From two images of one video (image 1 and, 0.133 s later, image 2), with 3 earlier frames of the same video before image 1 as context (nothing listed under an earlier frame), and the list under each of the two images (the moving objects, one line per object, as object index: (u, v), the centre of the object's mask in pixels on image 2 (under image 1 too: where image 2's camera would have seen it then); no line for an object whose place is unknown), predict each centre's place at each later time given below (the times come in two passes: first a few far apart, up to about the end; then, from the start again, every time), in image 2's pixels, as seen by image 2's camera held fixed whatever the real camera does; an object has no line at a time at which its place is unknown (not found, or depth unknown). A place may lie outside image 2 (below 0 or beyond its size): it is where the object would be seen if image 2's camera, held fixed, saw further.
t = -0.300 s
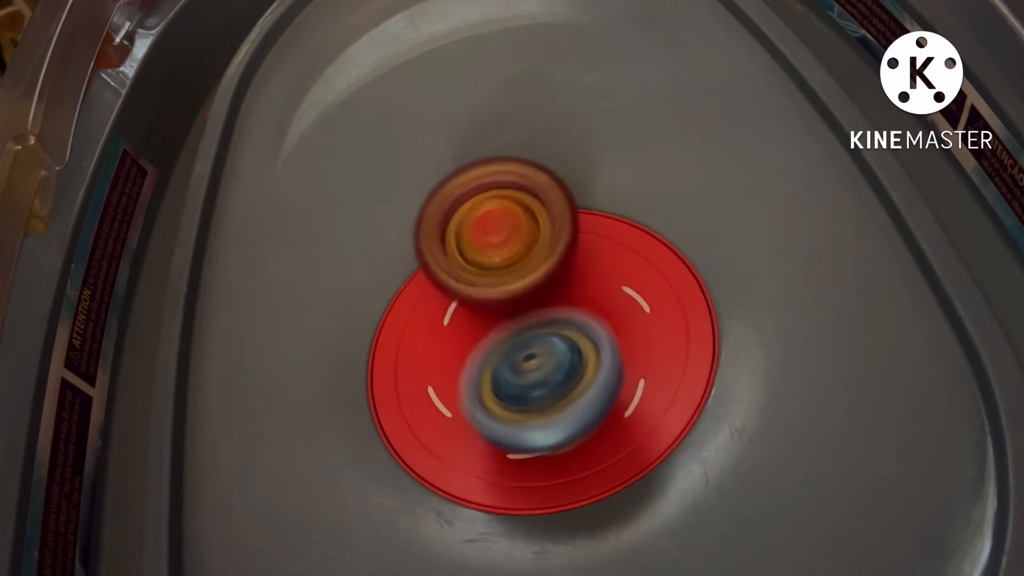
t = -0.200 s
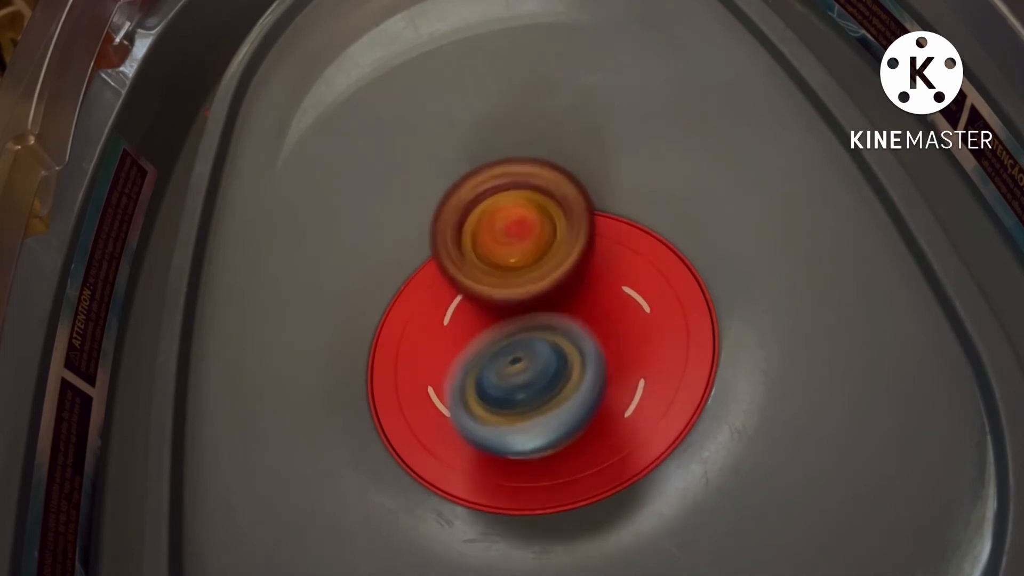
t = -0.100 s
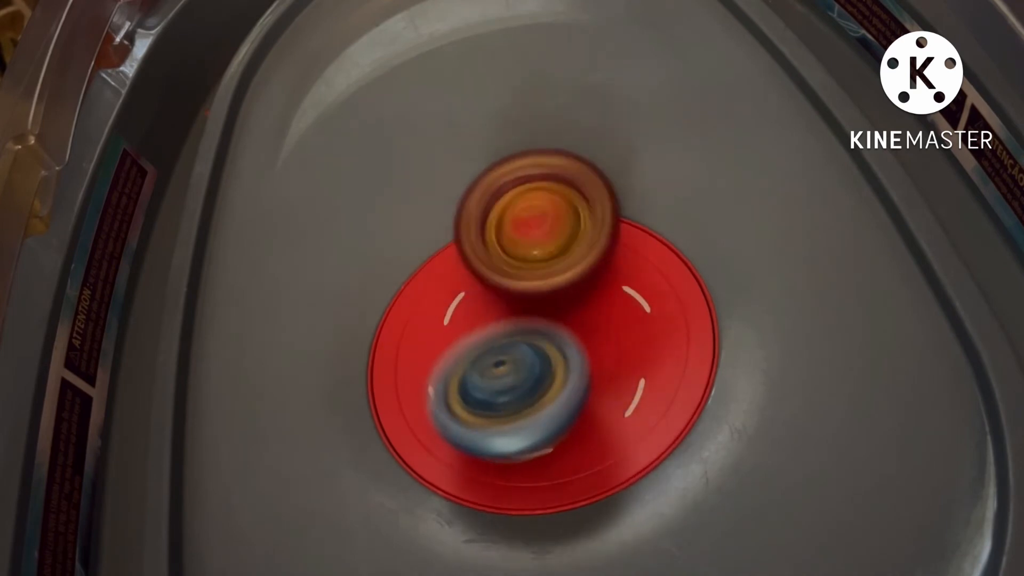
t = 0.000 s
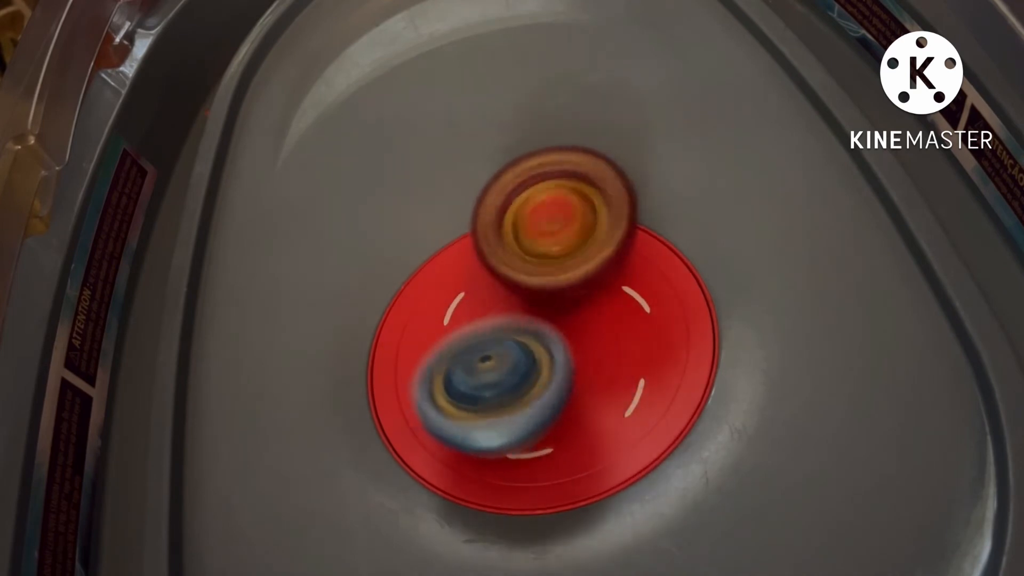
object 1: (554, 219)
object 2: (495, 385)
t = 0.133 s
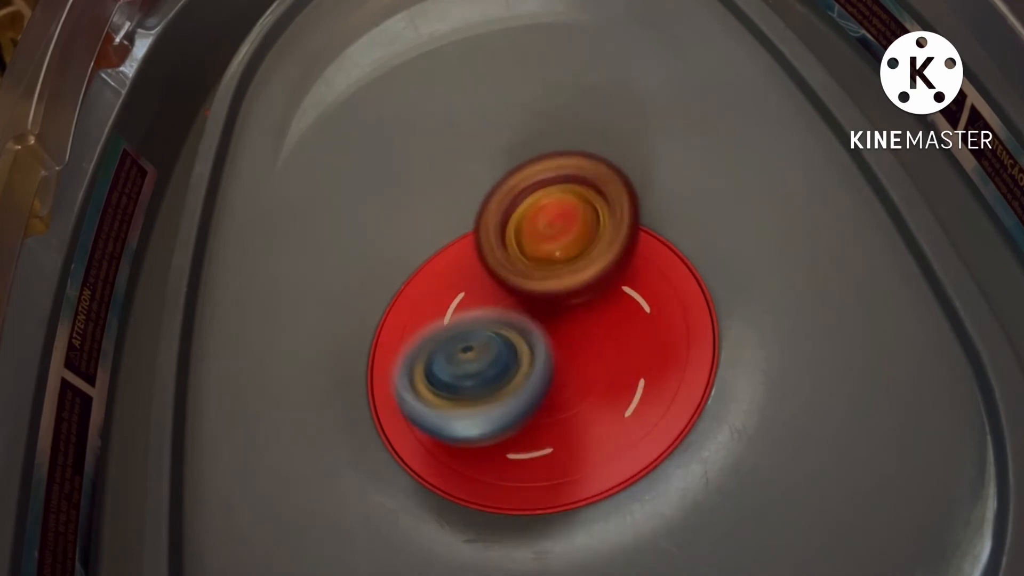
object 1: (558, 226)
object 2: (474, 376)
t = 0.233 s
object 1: (562, 237)
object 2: (454, 371)
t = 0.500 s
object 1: (576, 271)
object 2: (417, 341)
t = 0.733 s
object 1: (576, 306)
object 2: (406, 318)
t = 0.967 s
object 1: (564, 347)
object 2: (412, 286)
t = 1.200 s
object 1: (548, 349)
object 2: (442, 245)
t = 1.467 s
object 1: (507, 368)
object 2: (466, 219)
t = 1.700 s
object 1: (486, 355)
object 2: (502, 210)
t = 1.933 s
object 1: (471, 382)
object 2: (547, 202)
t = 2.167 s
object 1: (479, 351)
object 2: (585, 230)
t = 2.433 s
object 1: (446, 323)
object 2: (620, 257)
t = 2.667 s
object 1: (449, 289)
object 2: (616, 300)
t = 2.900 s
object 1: (459, 262)
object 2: (598, 336)
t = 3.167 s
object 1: (488, 244)
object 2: (566, 374)
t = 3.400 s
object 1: (517, 234)
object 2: (522, 386)
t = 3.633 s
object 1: (543, 239)
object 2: (474, 382)
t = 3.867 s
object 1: (561, 253)
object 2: (417, 344)
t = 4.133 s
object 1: (559, 302)
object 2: (382, 303)
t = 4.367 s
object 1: (533, 334)
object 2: (405, 253)
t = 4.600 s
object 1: (489, 353)
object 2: (419, 237)
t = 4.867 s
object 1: (481, 350)
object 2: (424, 231)
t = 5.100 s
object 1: (494, 337)
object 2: (441, 216)
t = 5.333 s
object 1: (522, 323)
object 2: (461, 204)
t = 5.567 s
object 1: (533, 328)
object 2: (507, 191)
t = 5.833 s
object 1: (543, 353)
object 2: (577, 201)
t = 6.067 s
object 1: (485, 396)
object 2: (578, 238)
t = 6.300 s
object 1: (407, 405)
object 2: (591, 251)
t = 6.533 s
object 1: (395, 352)
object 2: (550, 278)
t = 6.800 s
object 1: (416, 286)
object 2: (615, 261)
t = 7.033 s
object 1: (449, 247)
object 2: (661, 279)
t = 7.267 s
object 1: (469, 255)
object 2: (664, 286)
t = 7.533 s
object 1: (422, 267)
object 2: (628, 309)
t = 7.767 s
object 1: (427, 291)
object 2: (600, 312)
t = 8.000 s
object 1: (421, 295)
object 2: (595, 314)
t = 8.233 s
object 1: (424, 285)
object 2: (589, 305)
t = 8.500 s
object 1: (437, 278)
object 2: (604, 305)
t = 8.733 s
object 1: (453, 274)
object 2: (608, 315)
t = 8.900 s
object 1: (443, 283)
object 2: (601, 319)
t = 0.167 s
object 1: (558, 231)
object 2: (469, 373)
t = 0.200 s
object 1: (558, 235)
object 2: (464, 370)
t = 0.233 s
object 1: (562, 237)
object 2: (454, 371)
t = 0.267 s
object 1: (566, 239)
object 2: (448, 370)
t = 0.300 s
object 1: (569, 242)
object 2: (442, 368)
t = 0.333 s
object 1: (570, 246)
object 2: (437, 365)
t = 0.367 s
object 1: (572, 250)
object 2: (430, 362)
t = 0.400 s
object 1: (573, 255)
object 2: (424, 357)
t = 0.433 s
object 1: (573, 260)
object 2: (424, 353)
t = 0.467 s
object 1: (574, 265)
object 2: (422, 346)
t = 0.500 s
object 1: (576, 271)
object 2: (417, 341)
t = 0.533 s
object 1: (578, 277)
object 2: (413, 338)
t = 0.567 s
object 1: (581, 282)
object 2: (411, 335)
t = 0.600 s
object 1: (582, 288)
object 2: (410, 332)
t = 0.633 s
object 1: (581, 293)
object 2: (407, 329)
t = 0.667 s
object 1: (580, 298)
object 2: (407, 326)
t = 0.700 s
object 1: (578, 301)
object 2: (407, 322)
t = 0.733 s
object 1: (576, 306)
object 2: (406, 318)
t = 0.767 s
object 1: (574, 312)
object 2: (406, 314)
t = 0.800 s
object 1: (571, 318)
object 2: (407, 310)
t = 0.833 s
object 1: (568, 322)
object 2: (407, 306)
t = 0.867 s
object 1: (565, 329)
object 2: (407, 302)
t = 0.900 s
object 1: (564, 336)
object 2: (406, 295)
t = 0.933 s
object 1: (565, 342)
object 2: (407, 289)
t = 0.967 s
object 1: (564, 347)
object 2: (412, 286)
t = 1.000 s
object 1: (564, 351)
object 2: (415, 281)
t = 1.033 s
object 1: (564, 353)
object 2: (418, 275)
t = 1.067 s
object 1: (563, 353)
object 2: (422, 269)
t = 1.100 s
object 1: (561, 353)
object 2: (427, 263)
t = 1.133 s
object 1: (559, 352)
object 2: (432, 256)
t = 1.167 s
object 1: (555, 350)
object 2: (438, 248)
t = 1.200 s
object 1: (548, 349)
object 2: (442, 245)
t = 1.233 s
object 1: (541, 348)
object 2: (445, 241)
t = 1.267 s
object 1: (533, 347)
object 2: (448, 238)
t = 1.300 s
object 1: (525, 352)
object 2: (452, 233)
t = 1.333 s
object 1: (521, 357)
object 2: (454, 229)
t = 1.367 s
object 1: (517, 361)
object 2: (457, 226)
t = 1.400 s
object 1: (512, 365)
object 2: (460, 223)
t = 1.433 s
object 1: (510, 367)
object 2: (463, 221)
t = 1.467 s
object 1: (507, 368)
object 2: (466, 219)
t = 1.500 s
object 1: (507, 368)
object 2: (470, 218)
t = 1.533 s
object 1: (505, 368)
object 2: (474, 217)
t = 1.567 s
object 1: (502, 365)
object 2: (479, 216)
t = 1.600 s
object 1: (500, 363)
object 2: (483, 216)
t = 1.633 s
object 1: (499, 360)
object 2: (489, 215)
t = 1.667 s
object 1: (496, 355)
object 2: (494, 215)
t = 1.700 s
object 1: (486, 355)
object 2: (502, 210)
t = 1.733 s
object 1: (483, 363)
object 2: (512, 202)
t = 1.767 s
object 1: (478, 370)
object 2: (518, 198)
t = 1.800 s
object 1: (473, 374)
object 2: (524, 197)
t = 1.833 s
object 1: (471, 378)
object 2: (529, 197)
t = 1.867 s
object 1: (470, 381)
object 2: (535, 198)
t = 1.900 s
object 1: (469, 382)
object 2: (541, 199)
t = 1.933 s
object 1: (471, 382)
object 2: (547, 202)
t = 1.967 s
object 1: (471, 382)
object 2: (553, 205)
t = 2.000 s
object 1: (473, 380)
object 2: (557, 210)
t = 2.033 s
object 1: (476, 376)
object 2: (561, 214)
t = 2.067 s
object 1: (479, 370)
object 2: (566, 220)
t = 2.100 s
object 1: (481, 362)
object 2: (571, 225)
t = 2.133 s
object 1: (484, 355)
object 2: (575, 229)
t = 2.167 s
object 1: (479, 351)
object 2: (585, 230)
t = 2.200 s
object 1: (473, 351)
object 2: (595, 230)
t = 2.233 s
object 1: (468, 348)
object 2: (602, 232)
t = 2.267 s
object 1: (463, 344)
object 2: (607, 235)
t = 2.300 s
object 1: (458, 341)
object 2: (611, 238)
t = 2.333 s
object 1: (454, 336)
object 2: (614, 241)
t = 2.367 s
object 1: (450, 331)
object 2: (617, 247)
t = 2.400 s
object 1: (447, 327)
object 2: (619, 251)
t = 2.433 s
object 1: (446, 323)
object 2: (620, 257)
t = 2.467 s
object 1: (444, 318)
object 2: (621, 262)
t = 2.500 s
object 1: (444, 314)
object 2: (622, 268)
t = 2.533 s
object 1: (444, 308)
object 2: (622, 273)
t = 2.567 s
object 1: (444, 305)
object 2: (621, 278)
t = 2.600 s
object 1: (447, 299)
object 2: (619, 286)
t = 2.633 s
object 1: (448, 294)
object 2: (616, 294)
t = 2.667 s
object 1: (449, 289)
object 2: (616, 300)
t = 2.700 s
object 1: (449, 283)
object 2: (615, 306)
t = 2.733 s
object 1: (448, 278)
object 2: (613, 311)
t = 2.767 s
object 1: (450, 274)
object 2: (611, 316)
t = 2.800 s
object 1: (450, 270)
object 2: (610, 322)
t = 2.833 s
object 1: (453, 268)
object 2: (606, 326)
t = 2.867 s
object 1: (456, 264)
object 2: (603, 332)
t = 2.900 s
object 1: (459, 262)
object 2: (598, 336)
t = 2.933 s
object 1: (464, 260)
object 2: (595, 341)
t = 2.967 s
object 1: (467, 257)
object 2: (592, 346)
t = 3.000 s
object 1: (469, 254)
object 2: (588, 352)
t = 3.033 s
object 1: (473, 252)
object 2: (584, 357)
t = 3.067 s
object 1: (476, 250)
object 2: (579, 361)
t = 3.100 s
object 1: (480, 248)
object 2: (575, 365)
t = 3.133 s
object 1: (484, 245)
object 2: (570, 370)
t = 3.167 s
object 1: (488, 244)
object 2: (566, 374)
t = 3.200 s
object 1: (492, 243)
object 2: (560, 377)
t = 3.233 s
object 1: (495, 241)
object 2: (554, 379)
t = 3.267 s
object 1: (501, 238)
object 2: (548, 382)
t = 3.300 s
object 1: (505, 236)
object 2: (541, 385)
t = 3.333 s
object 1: (508, 236)
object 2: (535, 385)
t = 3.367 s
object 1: (512, 236)
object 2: (528, 385)
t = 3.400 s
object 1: (517, 234)
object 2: (522, 386)
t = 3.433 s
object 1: (520, 234)
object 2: (516, 387)
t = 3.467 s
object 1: (523, 234)
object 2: (509, 388)
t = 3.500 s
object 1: (527, 234)
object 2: (502, 387)
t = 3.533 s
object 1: (531, 234)
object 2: (495, 387)
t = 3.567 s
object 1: (534, 236)
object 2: (488, 385)
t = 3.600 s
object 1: (538, 237)
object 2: (480, 384)
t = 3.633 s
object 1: (543, 239)
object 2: (474, 382)
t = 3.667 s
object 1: (547, 238)
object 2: (466, 380)
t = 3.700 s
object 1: (551, 239)
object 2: (457, 378)
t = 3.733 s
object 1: (554, 240)
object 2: (451, 374)
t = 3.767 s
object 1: (556, 242)
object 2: (446, 370)
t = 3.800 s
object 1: (559, 245)
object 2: (436, 363)
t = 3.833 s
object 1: (560, 249)
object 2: (426, 354)
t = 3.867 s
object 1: (561, 253)
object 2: (417, 344)
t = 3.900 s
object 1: (561, 258)
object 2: (411, 338)
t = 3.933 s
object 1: (564, 264)
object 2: (404, 332)
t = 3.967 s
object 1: (565, 270)
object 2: (397, 327)
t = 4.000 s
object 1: (565, 275)
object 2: (391, 321)
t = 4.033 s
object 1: (564, 281)
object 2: (386, 315)
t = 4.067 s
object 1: (563, 288)
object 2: (384, 312)
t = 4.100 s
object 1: (560, 296)
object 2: (383, 308)
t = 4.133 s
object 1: (559, 302)
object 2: (382, 303)
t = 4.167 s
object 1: (556, 309)
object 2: (382, 299)
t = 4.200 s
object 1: (554, 311)
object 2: (382, 293)
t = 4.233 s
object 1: (552, 316)
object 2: (383, 282)
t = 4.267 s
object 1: (548, 321)
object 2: (388, 274)
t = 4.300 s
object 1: (544, 325)
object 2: (394, 267)
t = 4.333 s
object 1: (537, 330)
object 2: (399, 260)
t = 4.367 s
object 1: (533, 334)
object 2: (405, 253)
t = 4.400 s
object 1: (526, 339)
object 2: (410, 248)
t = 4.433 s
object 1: (520, 342)
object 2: (412, 245)
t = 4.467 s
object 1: (512, 346)
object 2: (415, 242)
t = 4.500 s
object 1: (507, 348)
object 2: (417, 241)
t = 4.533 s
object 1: (500, 350)
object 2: (418, 240)
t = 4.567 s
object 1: (495, 351)
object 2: (418, 239)
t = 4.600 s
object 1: (489, 353)
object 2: (419, 237)
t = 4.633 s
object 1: (485, 356)
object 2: (421, 237)
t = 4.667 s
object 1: (484, 358)
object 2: (422, 236)
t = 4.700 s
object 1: (482, 360)
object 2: (423, 236)
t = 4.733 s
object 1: (482, 359)
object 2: (424, 235)
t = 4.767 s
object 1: (482, 359)
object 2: (424, 235)
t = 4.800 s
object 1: (480, 356)
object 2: (424, 234)
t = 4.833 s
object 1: (480, 354)
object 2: (424, 233)
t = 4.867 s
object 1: (481, 350)
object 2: (424, 231)
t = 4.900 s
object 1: (483, 347)
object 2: (424, 230)
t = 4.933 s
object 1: (483, 346)
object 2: (427, 227)
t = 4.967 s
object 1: (483, 345)
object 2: (432, 224)
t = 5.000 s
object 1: (487, 343)
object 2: (435, 221)
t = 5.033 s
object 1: (488, 342)
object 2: (438, 220)
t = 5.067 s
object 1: (492, 339)
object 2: (440, 217)
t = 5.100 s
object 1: (494, 337)
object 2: (441, 216)
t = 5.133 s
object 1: (499, 332)
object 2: (442, 214)
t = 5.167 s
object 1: (501, 331)
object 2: (444, 213)
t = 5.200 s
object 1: (504, 330)
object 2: (448, 211)
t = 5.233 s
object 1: (507, 329)
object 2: (451, 210)
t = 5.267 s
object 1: (513, 327)
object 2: (454, 208)
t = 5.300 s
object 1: (516, 326)
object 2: (457, 207)
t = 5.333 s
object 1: (522, 323)
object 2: (461, 204)
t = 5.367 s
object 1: (524, 322)
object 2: (466, 202)
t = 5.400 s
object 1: (528, 318)
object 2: (473, 200)
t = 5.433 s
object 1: (530, 317)
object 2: (478, 196)
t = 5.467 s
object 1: (531, 316)
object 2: (487, 192)
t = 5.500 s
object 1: (531, 317)
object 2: (494, 191)
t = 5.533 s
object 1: (531, 324)
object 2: (501, 190)
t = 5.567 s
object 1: (533, 328)
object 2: (507, 191)
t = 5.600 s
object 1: (535, 336)
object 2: (513, 189)
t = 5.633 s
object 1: (537, 340)
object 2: (523, 187)
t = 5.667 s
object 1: (540, 343)
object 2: (531, 187)
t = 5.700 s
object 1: (540, 347)
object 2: (540, 186)
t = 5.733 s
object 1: (541, 350)
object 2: (551, 185)
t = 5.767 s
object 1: (542, 352)
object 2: (561, 186)
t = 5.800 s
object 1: (541, 353)
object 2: (571, 191)
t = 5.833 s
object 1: (543, 353)
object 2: (577, 201)
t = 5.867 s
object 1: (540, 353)
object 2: (578, 209)
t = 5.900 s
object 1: (531, 357)
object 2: (582, 213)
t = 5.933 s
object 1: (519, 372)
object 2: (586, 213)
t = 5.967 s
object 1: (508, 382)
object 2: (586, 216)
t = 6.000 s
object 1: (501, 387)
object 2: (585, 223)
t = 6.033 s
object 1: (494, 393)
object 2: (582, 231)
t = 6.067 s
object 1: (485, 396)
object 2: (578, 238)
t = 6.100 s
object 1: (478, 398)
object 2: (573, 246)
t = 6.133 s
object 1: (472, 398)
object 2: (569, 255)
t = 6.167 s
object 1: (464, 396)
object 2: (563, 267)
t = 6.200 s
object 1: (447, 400)
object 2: (566, 269)
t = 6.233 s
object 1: (423, 407)
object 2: (581, 257)
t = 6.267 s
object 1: (412, 408)
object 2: (589, 251)
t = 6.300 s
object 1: (407, 405)
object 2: (591, 251)
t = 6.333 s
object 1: (398, 402)
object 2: (589, 252)
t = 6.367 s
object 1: (392, 397)
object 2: (584, 257)
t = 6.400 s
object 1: (388, 389)
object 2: (578, 261)
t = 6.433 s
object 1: (386, 383)
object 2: (571, 266)
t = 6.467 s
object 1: (385, 373)
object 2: (564, 270)
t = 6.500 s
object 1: (388, 362)
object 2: (556, 273)
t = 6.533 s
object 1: (395, 352)
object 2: (550, 278)
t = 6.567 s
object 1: (385, 344)
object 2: (561, 276)
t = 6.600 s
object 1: (369, 336)
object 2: (590, 266)
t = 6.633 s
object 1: (370, 326)
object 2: (611, 261)
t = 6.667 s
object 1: (379, 318)
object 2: (624, 259)
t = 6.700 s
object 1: (385, 309)
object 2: (626, 260)
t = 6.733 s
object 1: (393, 300)
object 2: (622, 261)
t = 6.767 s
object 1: (402, 293)
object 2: (619, 261)
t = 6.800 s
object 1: (416, 286)
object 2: (615, 261)
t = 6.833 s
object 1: (429, 279)
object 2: (611, 261)
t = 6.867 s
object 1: (440, 272)
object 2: (610, 260)
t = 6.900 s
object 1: (432, 259)
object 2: (636, 262)
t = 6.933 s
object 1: (433, 251)
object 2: (654, 267)
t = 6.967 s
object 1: (436, 246)
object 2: (664, 273)
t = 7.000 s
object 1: (443, 245)
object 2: (665, 278)
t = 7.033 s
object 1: (449, 247)
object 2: (661, 279)
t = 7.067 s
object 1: (453, 247)
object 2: (658, 278)
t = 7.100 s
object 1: (459, 247)
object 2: (654, 276)
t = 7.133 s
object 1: (469, 251)
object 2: (649, 274)
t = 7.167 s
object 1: (477, 255)
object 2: (643, 274)
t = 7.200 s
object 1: (477, 256)
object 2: (642, 275)
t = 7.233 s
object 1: (480, 259)
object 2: (645, 278)
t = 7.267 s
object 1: (469, 255)
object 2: (664, 286)
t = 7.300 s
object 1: (463, 253)
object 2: (671, 294)
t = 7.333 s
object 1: (455, 255)
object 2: (670, 301)
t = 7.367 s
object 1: (447, 257)
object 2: (664, 304)
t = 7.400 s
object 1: (440, 258)
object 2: (657, 307)
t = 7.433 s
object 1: (436, 259)
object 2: (652, 307)
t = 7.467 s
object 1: (434, 262)
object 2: (645, 307)
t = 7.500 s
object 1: (427, 265)
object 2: (636, 308)
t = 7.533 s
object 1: (422, 267)
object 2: (628, 309)
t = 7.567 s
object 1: (424, 268)
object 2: (621, 309)
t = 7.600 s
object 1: (427, 272)
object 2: (613, 309)
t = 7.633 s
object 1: (424, 278)
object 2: (607, 309)
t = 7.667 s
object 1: (421, 282)
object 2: (601, 309)
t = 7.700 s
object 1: (426, 285)
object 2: (595, 309)
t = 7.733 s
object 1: (429, 290)
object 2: (592, 309)
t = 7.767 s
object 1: (427, 291)
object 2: (600, 312)
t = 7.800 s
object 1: (429, 292)
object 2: (602, 315)
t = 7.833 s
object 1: (434, 294)
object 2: (601, 315)
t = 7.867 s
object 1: (429, 297)
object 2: (599, 316)
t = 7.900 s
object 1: (427, 299)
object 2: (596, 315)
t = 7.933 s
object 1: (426, 300)
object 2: (594, 314)
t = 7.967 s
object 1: (422, 298)
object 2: (596, 314)
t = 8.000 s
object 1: (421, 295)
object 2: (595, 314)
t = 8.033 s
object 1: (425, 292)
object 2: (592, 313)
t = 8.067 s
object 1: (426, 291)
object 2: (590, 311)
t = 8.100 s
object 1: (423, 290)
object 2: (590, 309)
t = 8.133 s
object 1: (419, 292)
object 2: (590, 308)
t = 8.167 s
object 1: (417, 288)
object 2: (589, 308)
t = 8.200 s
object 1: (421, 287)
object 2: (588, 306)
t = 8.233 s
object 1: (424, 285)
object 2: (589, 305)
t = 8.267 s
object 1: (421, 281)
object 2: (596, 307)
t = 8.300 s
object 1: (421, 276)
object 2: (606, 310)
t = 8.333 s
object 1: (429, 269)
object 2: (609, 312)
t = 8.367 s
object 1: (437, 268)
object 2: (607, 311)
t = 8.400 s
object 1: (441, 271)
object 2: (604, 309)
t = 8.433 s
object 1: (441, 278)
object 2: (605, 307)
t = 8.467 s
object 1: (438, 281)
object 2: (603, 306)
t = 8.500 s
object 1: (437, 278)
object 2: (604, 305)
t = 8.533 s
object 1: (441, 276)
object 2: (602, 305)
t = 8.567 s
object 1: (446, 274)
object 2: (603, 305)
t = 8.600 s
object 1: (444, 274)
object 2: (610, 309)
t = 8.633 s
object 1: (441, 269)
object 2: (614, 313)
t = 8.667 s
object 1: (444, 267)
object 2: (612, 316)
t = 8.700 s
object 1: (449, 269)
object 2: (610, 315)
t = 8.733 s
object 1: (453, 274)
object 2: (608, 315)
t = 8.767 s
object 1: (450, 279)
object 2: (607, 315)
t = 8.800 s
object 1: (446, 281)
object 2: (607, 317)
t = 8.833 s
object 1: (443, 282)
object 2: (605, 319)
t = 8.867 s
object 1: (442, 282)
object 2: (603, 319)
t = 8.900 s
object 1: (443, 283)
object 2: (601, 319)
